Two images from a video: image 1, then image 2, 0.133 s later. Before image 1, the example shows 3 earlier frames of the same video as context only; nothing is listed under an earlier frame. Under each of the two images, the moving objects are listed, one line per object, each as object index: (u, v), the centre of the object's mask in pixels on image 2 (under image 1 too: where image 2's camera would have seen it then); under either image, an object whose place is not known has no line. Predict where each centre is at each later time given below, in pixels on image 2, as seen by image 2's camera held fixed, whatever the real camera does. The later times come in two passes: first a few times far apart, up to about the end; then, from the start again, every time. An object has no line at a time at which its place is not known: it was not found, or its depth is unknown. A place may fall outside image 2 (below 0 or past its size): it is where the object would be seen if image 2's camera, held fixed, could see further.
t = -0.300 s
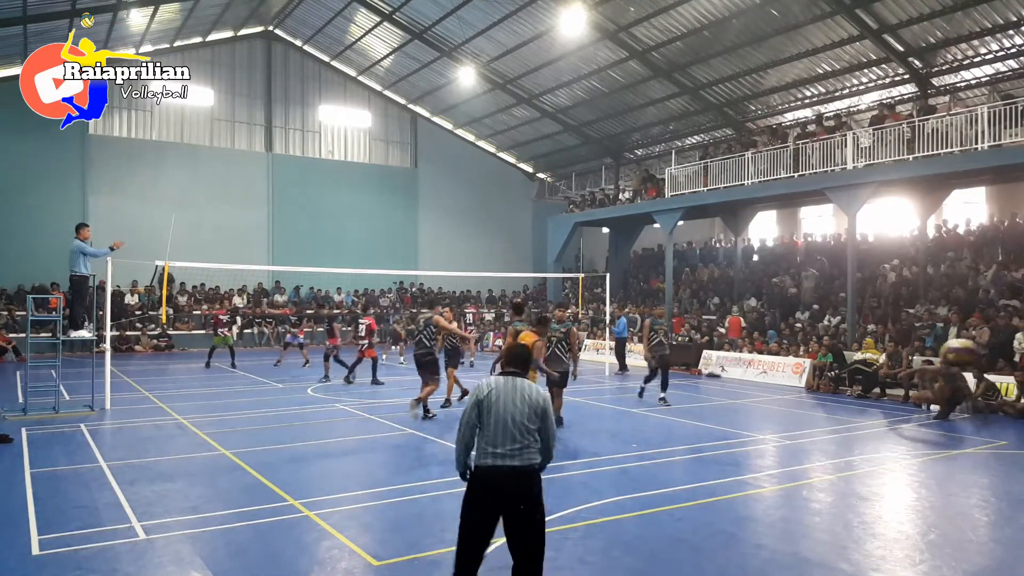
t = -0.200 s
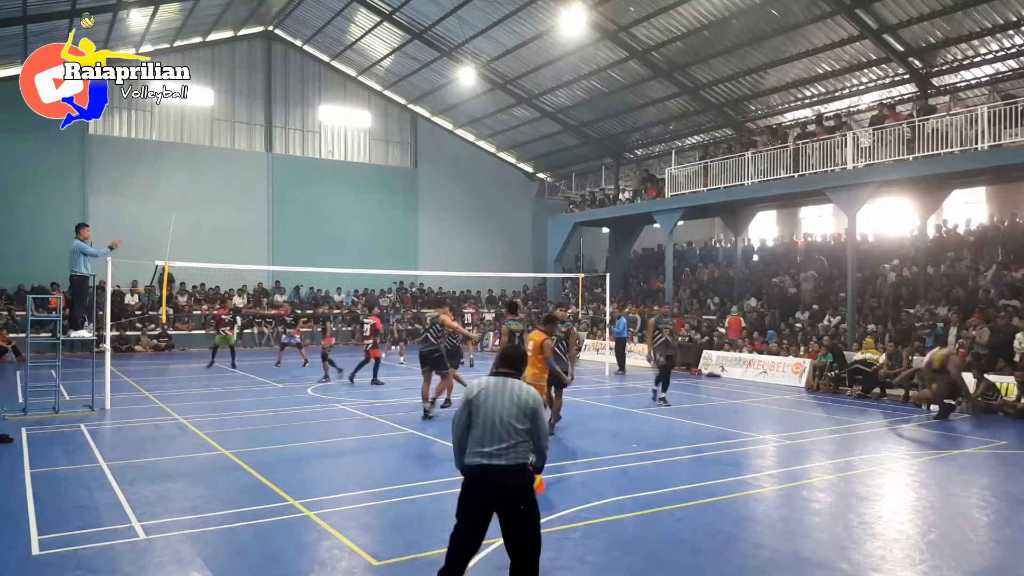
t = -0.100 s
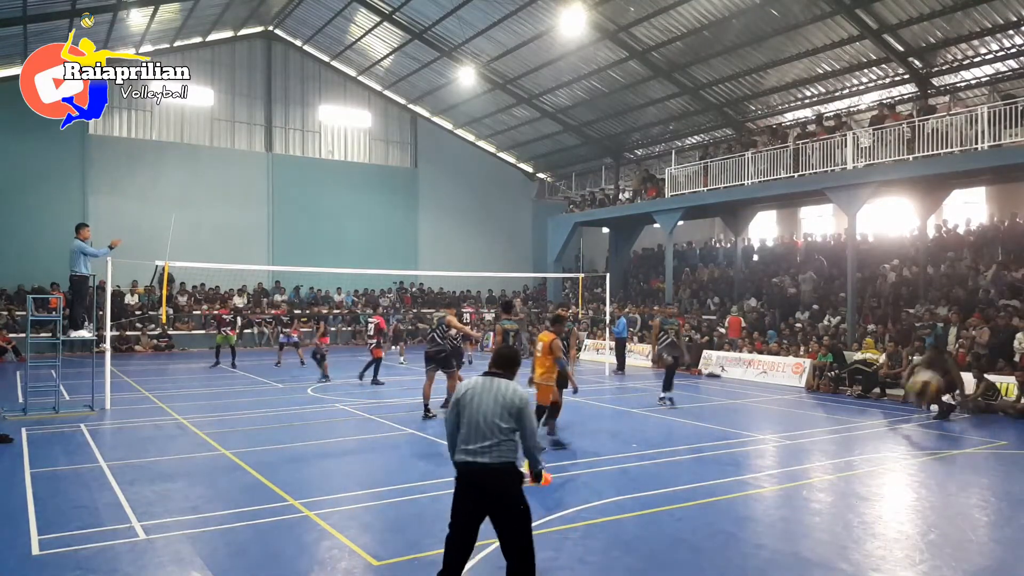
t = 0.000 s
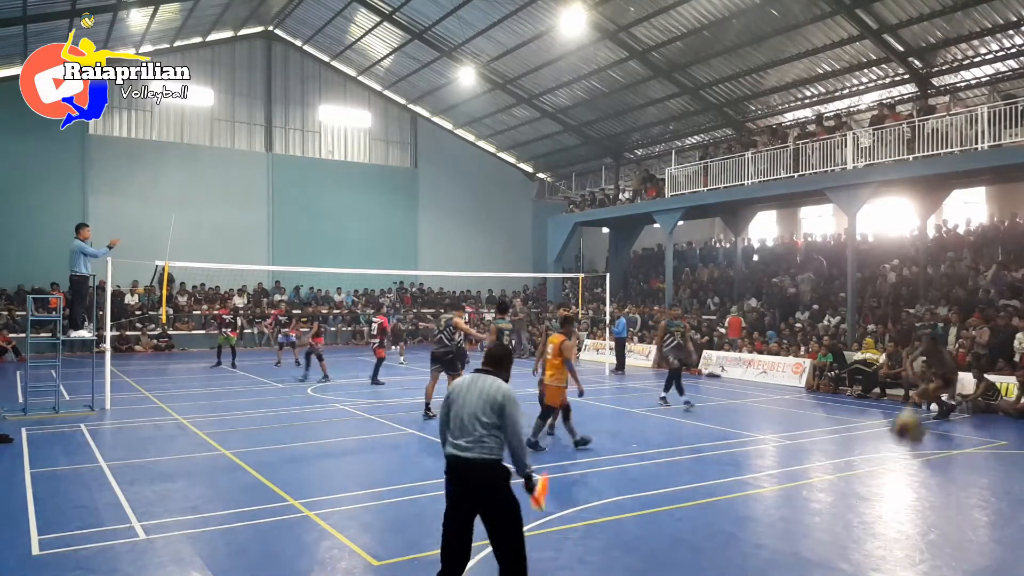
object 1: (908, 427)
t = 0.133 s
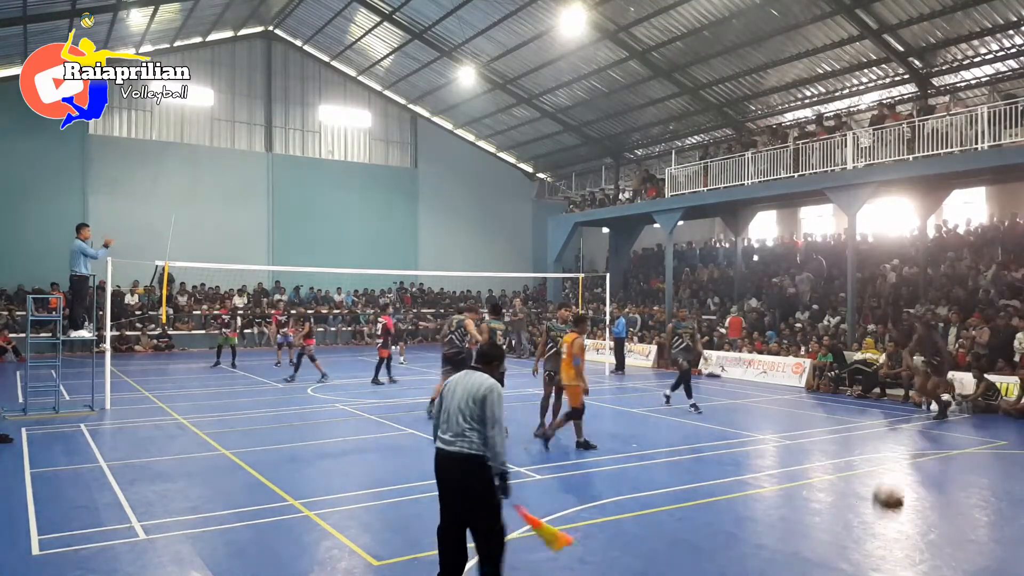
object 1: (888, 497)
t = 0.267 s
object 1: (868, 530)
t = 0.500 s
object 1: (835, 431)
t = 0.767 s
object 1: (799, 406)
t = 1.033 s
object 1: (766, 472)
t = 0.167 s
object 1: (883, 519)
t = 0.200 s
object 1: (880, 542)
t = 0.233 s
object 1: (874, 550)
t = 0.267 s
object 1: (868, 530)
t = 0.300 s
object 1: (863, 510)
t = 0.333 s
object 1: (858, 494)
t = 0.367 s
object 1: (853, 478)
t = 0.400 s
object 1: (849, 464)
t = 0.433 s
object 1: (844, 452)
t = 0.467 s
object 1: (839, 440)
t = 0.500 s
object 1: (835, 431)
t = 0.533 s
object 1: (830, 423)
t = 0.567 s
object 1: (825, 416)
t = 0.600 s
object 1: (821, 411)
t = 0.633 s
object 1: (816, 407)
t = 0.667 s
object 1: (812, 405)
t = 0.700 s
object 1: (808, 404)
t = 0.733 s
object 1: (803, 405)
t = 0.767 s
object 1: (799, 406)
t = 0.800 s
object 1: (794, 411)
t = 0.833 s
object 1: (790, 414)
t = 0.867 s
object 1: (786, 421)
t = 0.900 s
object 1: (781, 429)
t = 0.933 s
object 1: (778, 437)
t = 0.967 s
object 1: (773, 447)
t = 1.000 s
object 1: (769, 458)
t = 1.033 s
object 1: (766, 472)
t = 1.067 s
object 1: (762, 486)
